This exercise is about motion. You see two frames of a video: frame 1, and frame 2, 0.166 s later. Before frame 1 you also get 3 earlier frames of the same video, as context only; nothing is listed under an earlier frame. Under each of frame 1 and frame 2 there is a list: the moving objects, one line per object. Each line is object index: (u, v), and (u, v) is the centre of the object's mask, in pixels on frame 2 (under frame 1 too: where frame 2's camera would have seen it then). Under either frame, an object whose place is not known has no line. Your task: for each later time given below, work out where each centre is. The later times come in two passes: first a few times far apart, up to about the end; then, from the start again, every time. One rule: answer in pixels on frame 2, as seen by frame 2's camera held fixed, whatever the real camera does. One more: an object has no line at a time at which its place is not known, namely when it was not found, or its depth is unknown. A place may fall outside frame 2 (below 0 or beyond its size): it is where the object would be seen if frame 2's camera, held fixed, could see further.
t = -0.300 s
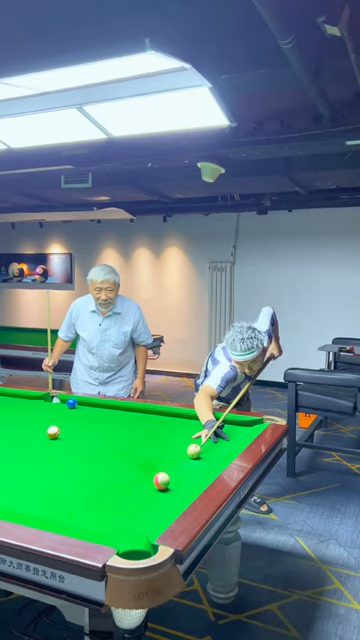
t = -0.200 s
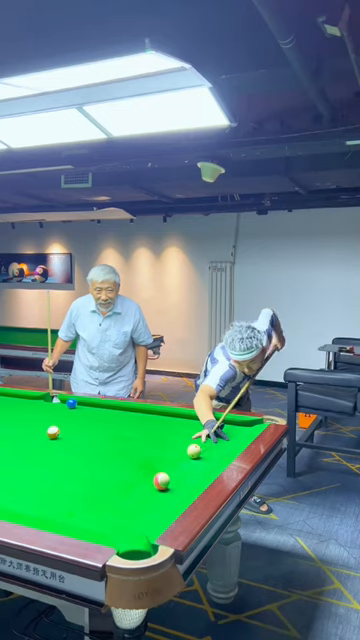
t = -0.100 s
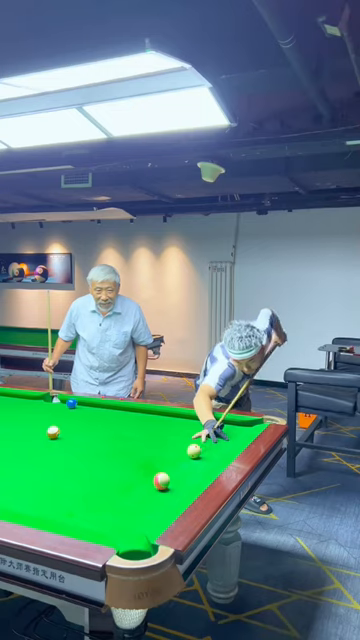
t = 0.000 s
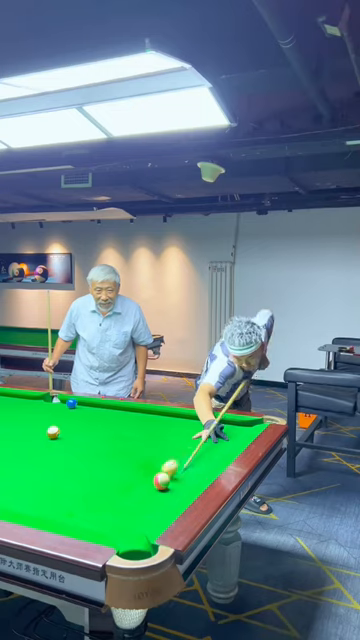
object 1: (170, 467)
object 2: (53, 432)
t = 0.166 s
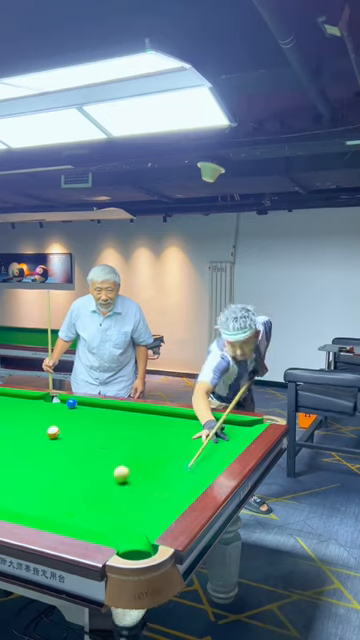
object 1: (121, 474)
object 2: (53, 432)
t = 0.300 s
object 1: (92, 471)
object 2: (53, 432)
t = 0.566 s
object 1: (60, 458)
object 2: (53, 432)
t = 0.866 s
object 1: (55, 438)
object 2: (52, 429)
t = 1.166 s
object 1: (56, 433)
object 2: (51, 421)
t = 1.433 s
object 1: (57, 429)
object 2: (50, 413)
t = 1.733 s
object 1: (58, 425)
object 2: (48, 405)
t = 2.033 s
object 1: (59, 422)
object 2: (47, 398)
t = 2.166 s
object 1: (59, 420)
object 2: (47, 397)
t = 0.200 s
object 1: (113, 473)
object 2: (53, 432)
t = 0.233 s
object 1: (105, 473)
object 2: (53, 432)
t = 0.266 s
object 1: (98, 472)
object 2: (53, 432)
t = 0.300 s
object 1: (92, 471)
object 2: (53, 432)
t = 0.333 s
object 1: (86, 470)
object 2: (53, 432)
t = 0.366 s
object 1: (80, 469)
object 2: (53, 432)
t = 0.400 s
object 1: (76, 467)
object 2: (53, 432)
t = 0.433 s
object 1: (71, 466)
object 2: (53, 432)
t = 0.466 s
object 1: (68, 464)
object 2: (53, 432)
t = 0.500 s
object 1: (64, 462)
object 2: (53, 432)
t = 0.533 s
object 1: (62, 460)
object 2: (53, 432)
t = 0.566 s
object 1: (60, 458)
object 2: (53, 432)
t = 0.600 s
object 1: (58, 456)
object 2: (53, 432)
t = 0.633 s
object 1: (57, 454)
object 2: (53, 432)
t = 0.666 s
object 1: (56, 451)
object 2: (53, 432)
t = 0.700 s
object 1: (56, 449)
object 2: (53, 432)
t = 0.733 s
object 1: (55, 447)
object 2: (53, 432)
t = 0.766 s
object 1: (55, 444)
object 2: (53, 431)
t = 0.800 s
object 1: (55, 442)
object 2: (52, 431)
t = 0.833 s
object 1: (55, 440)
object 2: (52, 430)
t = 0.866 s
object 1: (55, 438)
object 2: (52, 429)
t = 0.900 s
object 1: (55, 437)
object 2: (52, 429)
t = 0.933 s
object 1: (55, 436)
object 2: (52, 427)
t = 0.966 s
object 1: (55, 436)
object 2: (52, 426)
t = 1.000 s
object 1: (55, 435)
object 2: (51, 425)
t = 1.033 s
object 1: (55, 435)
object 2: (51, 424)
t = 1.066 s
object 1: (55, 434)
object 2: (51, 424)
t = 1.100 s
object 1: (56, 433)
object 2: (51, 423)
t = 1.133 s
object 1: (56, 433)
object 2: (51, 422)
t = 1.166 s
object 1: (56, 433)
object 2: (51, 421)
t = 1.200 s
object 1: (56, 432)
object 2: (51, 420)
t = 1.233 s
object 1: (56, 431)
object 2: (51, 419)
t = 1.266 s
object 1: (56, 431)
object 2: (50, 418)
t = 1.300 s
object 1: (57, 430)
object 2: (50, 417)
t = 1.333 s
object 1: (57, 430)
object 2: (50, 416)
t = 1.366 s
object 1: (57, 429)
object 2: (50, 415)
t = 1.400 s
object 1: (57, 429)
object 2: (50, 414)
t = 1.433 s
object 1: (57, 429)
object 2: (50, 413)
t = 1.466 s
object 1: (57, 428)
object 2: (49, 412)
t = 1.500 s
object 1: (58, 428)
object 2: (49, 411)
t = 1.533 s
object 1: (58, 427)
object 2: (49, 410)
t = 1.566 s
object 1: (58, 427)
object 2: (49, 409)
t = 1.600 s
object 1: (58, 426)
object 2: (48, 409)
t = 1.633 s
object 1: (58, 426)
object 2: (48, 408)
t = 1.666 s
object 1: (58, 426)
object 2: (48, 407)
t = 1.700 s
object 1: (58, 425)
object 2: (48, 406)
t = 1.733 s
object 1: (58, 425)
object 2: (48, 405)
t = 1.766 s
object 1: (58, 425)
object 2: (48, 404)
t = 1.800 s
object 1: (58, 424)
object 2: (48, 404)
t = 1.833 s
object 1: (58, 424)
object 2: (47, 403)
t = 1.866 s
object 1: (58, 423)
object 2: (47, 402)
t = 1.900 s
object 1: (58, 423)
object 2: (47, 401)
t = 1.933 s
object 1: (58, 423)
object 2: (47, 400)
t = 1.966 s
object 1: (59, 422)
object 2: (47, 400)
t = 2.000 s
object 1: (59, 422)
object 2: (47, 399)
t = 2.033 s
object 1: (59, 422)
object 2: (47, 398)
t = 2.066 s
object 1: (59, 421)
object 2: (47, 398)
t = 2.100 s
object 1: (59, 421)
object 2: (47, 397)
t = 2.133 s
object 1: (59, 421)
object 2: (47, 397)
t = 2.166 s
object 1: (59, 420)
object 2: (47, 397)
